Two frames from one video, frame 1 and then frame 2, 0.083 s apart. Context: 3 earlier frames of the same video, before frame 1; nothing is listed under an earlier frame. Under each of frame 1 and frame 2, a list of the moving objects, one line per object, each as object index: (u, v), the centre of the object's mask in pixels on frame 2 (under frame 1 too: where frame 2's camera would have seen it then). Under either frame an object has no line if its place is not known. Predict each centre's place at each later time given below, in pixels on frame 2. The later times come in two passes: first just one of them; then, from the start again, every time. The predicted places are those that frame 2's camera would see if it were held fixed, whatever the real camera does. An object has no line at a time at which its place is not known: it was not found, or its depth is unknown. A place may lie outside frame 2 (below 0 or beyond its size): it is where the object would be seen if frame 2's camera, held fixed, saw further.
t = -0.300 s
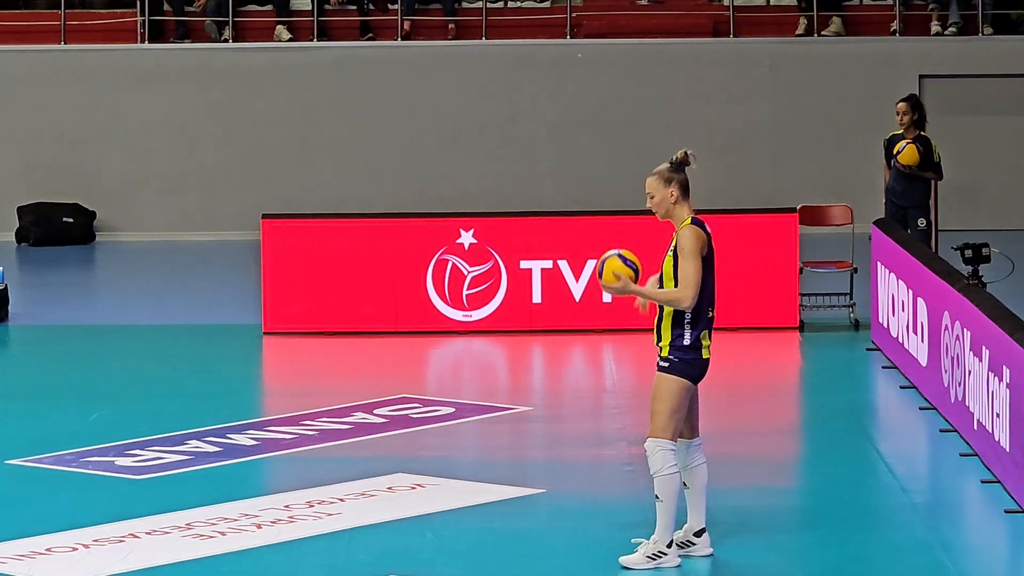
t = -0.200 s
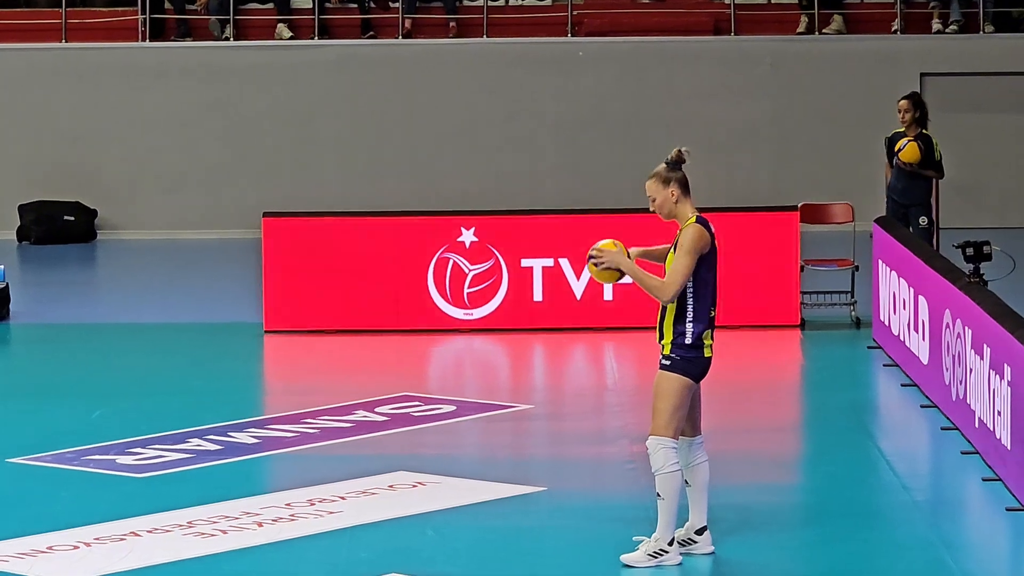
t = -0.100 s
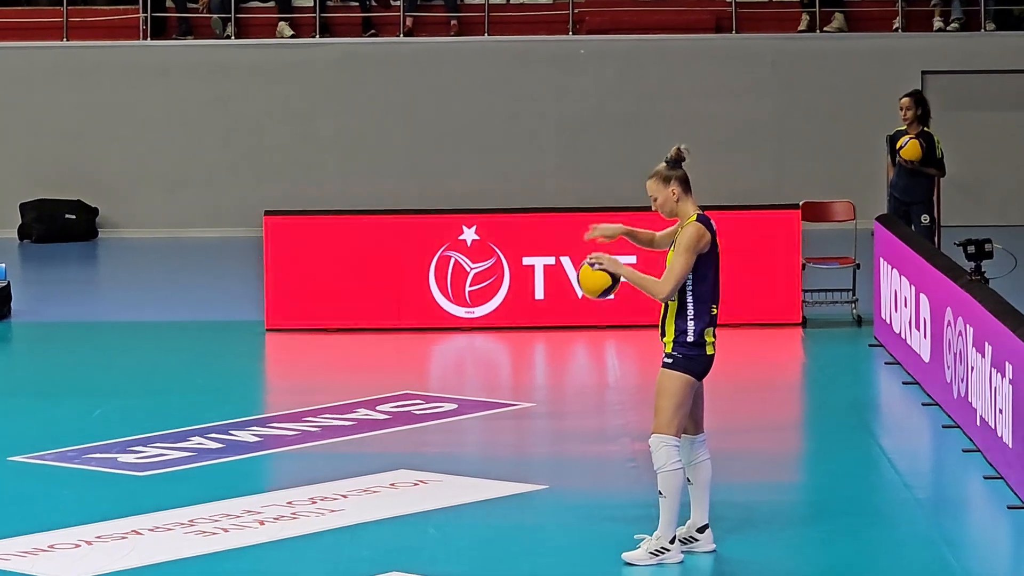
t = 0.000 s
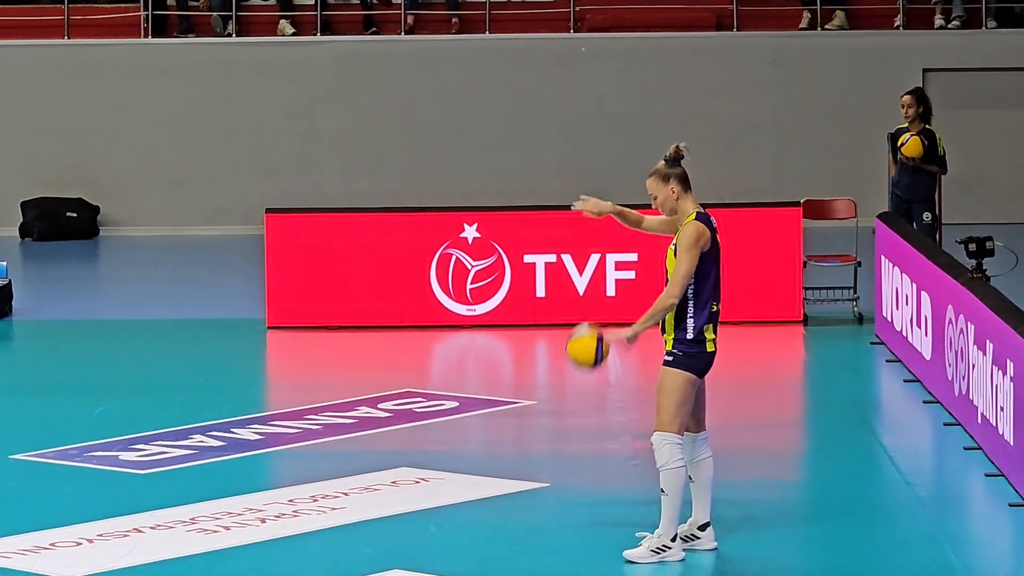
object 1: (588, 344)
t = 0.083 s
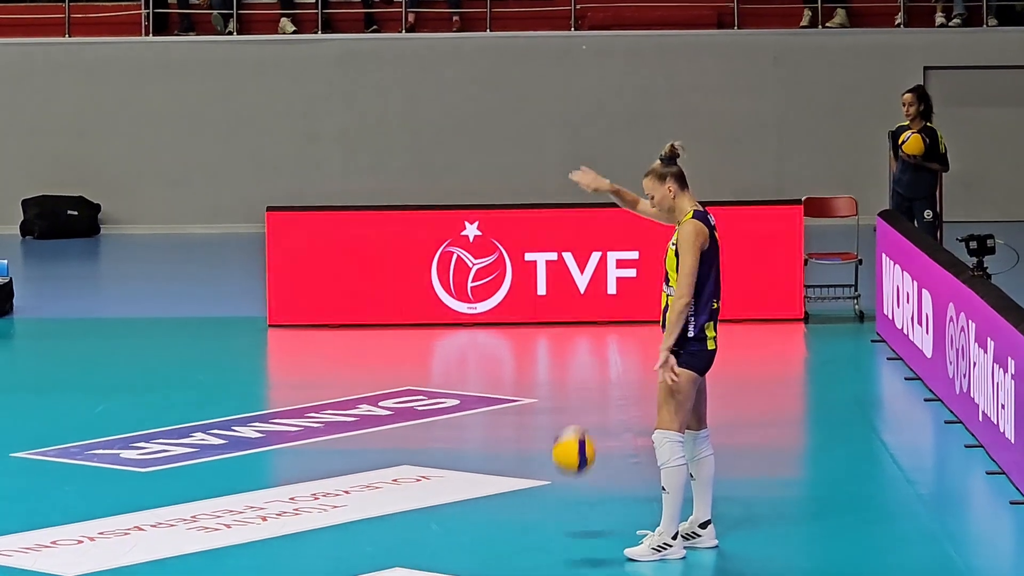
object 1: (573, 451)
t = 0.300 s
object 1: (580, 378)
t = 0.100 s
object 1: (571, 473)
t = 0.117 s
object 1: (568, 496)
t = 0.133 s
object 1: (565, 520)
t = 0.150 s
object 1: (566, 515)
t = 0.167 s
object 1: (567, 498)
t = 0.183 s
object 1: (569, 481)
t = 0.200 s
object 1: (570, 465)
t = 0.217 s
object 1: (572, 449)
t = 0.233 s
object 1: (574, 433)
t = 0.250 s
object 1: (575, 419)
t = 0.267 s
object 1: (577, 405)
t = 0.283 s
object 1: (578, 392)
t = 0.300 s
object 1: (580, 378)
